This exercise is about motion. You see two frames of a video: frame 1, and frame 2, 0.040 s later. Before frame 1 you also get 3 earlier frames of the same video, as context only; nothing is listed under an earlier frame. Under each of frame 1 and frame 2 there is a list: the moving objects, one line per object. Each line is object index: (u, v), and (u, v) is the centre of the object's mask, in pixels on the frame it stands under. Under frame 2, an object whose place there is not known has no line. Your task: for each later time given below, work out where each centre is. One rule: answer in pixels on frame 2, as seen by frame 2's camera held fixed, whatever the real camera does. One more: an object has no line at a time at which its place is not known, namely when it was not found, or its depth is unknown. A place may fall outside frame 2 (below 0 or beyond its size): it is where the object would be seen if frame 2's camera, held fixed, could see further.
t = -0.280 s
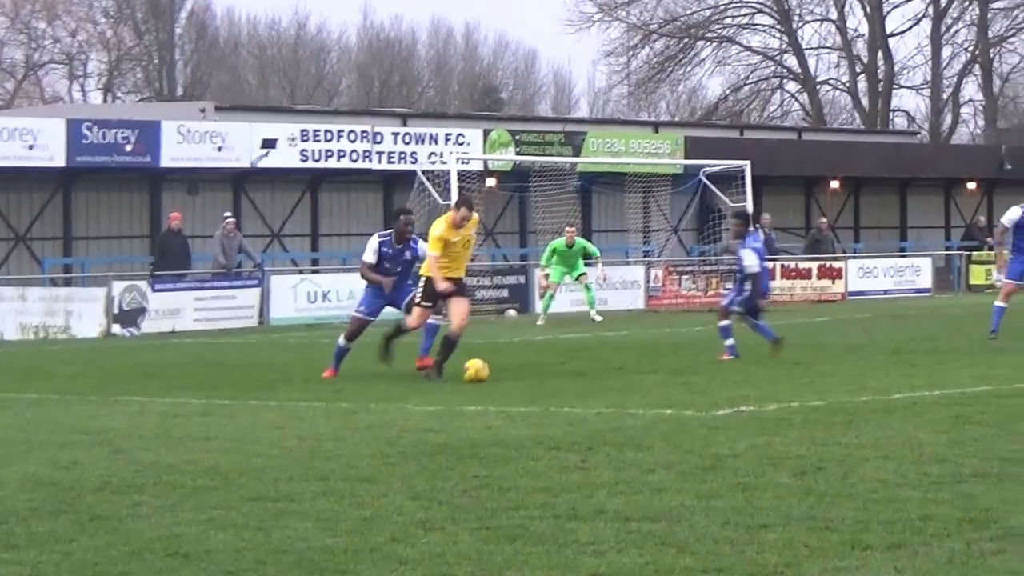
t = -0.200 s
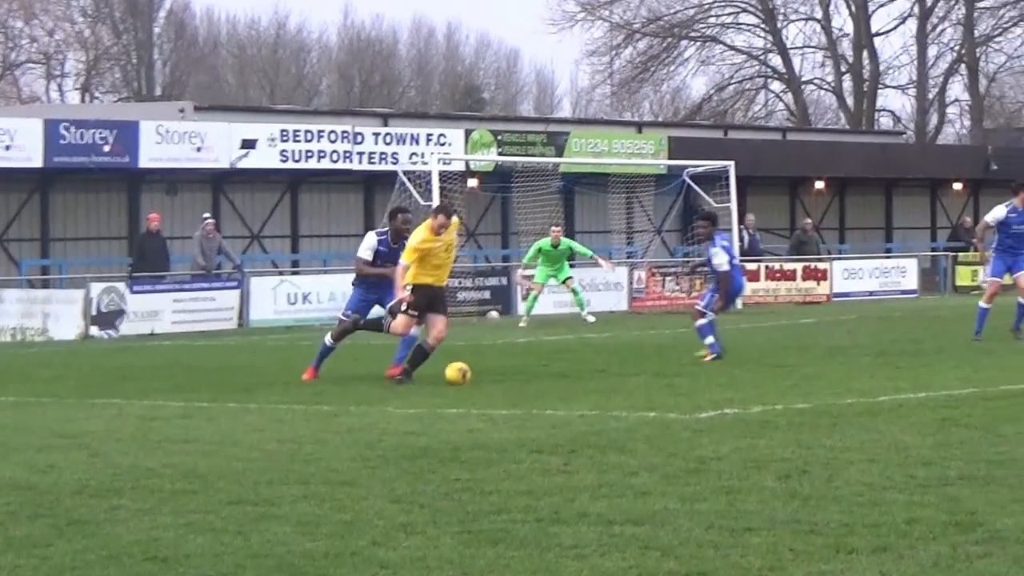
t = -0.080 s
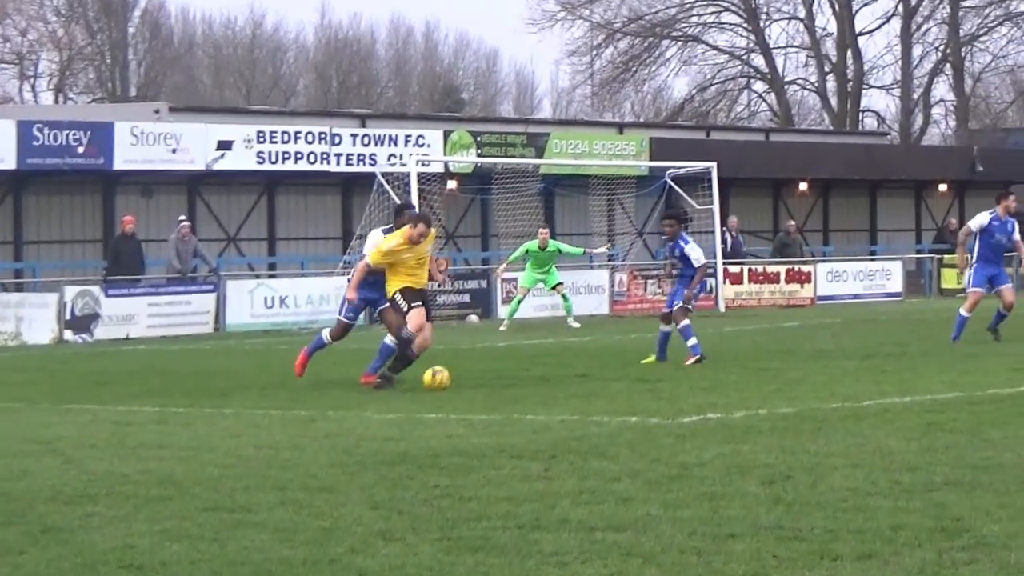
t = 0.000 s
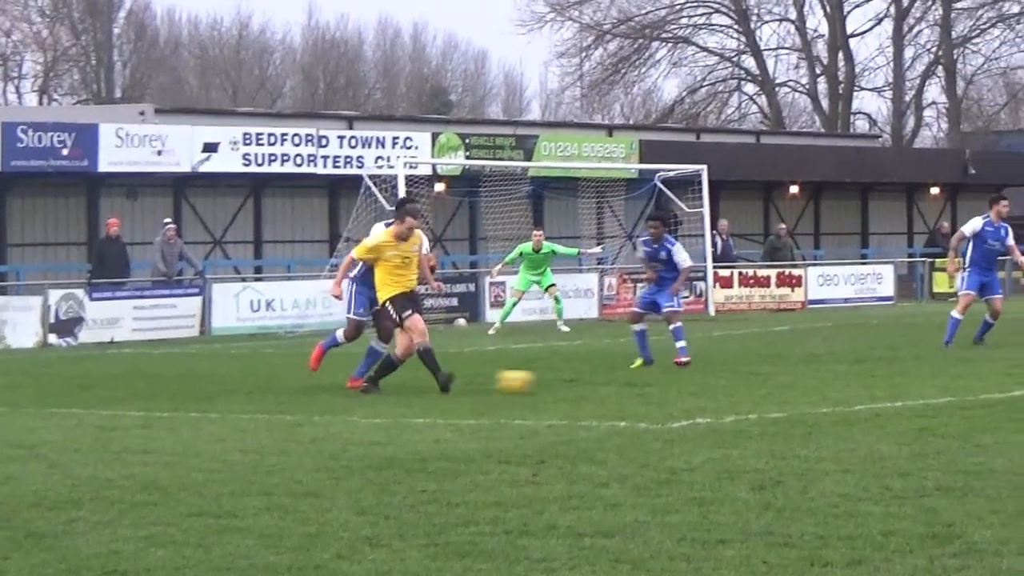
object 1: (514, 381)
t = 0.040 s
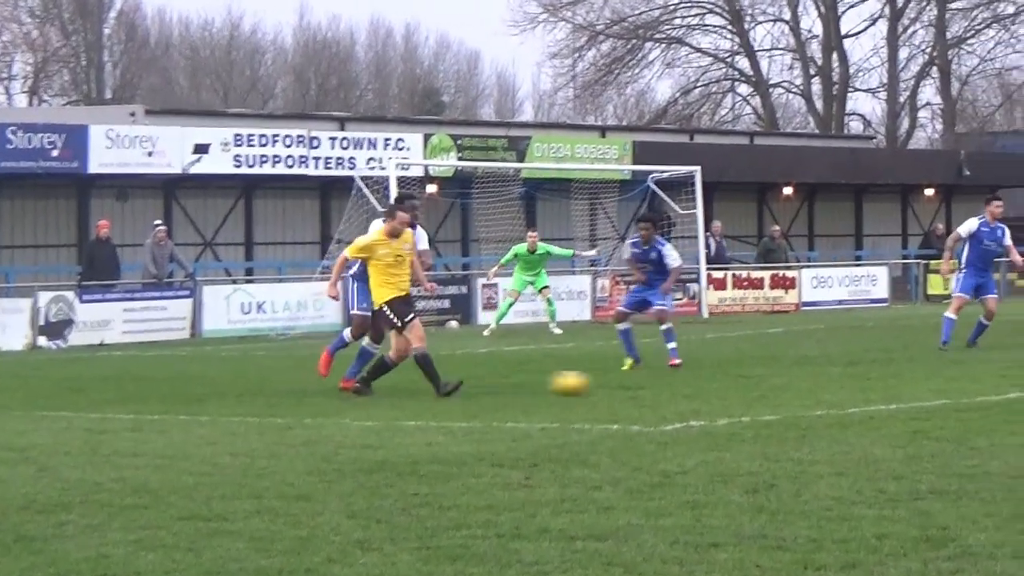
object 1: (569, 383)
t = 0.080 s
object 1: (629, 381)
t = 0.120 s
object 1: (686, 381)
